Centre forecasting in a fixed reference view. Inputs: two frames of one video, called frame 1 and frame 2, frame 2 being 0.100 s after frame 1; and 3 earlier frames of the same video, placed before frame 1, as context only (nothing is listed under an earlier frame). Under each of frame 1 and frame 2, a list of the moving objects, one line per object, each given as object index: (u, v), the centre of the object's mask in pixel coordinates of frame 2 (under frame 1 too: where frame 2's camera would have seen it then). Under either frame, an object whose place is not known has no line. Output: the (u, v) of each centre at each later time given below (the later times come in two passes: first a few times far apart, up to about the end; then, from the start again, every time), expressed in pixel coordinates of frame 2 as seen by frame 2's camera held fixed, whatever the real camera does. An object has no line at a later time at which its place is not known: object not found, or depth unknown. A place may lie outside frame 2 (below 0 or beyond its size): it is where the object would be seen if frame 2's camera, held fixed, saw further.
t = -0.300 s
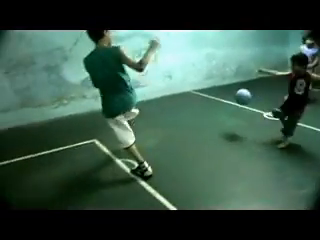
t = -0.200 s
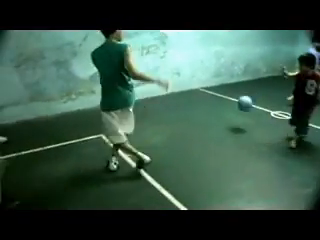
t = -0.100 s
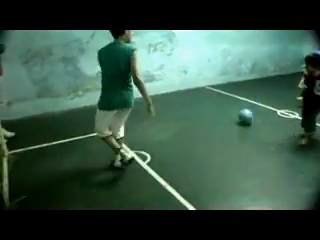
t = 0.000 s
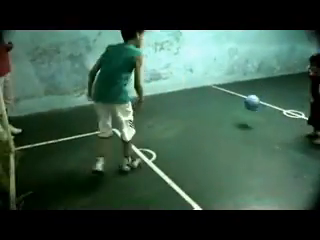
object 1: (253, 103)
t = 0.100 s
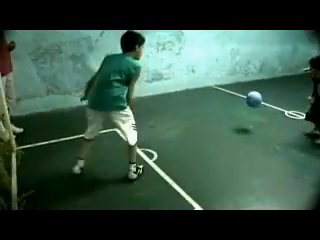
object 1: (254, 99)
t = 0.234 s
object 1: (252, 103)
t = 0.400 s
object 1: (250, 129)
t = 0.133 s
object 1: (254, 99)
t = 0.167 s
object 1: (253, 99)
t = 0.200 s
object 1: (253, 101)
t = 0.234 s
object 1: (252, 103)
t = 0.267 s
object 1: (252, 107)
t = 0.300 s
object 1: (252, 111)
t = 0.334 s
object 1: (251, 116)
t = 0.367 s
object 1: (250, 123)
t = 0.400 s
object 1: (250, 129)
